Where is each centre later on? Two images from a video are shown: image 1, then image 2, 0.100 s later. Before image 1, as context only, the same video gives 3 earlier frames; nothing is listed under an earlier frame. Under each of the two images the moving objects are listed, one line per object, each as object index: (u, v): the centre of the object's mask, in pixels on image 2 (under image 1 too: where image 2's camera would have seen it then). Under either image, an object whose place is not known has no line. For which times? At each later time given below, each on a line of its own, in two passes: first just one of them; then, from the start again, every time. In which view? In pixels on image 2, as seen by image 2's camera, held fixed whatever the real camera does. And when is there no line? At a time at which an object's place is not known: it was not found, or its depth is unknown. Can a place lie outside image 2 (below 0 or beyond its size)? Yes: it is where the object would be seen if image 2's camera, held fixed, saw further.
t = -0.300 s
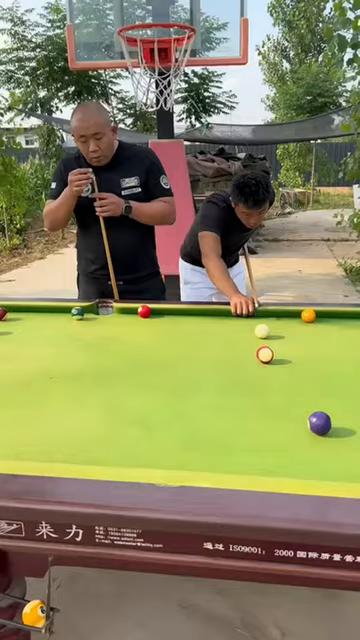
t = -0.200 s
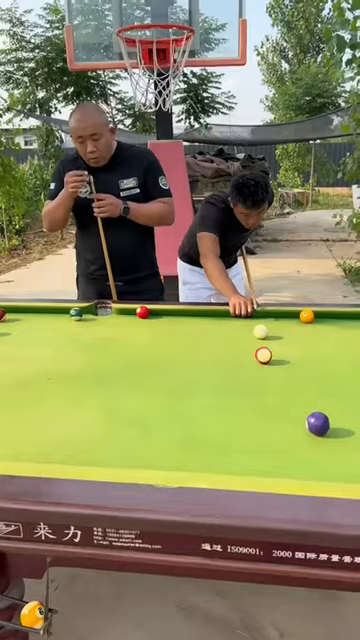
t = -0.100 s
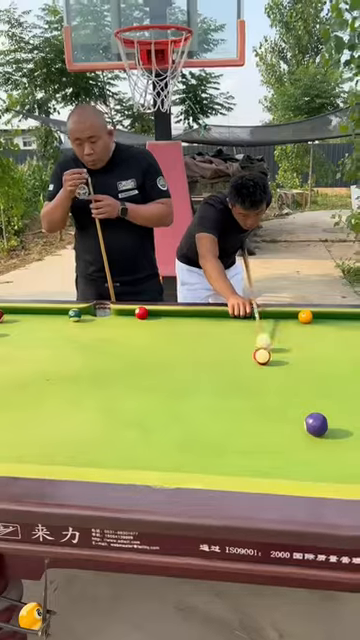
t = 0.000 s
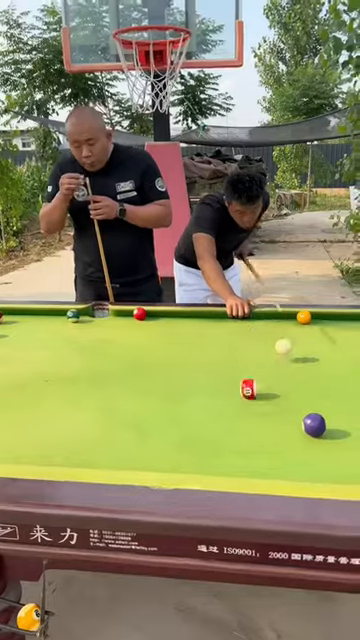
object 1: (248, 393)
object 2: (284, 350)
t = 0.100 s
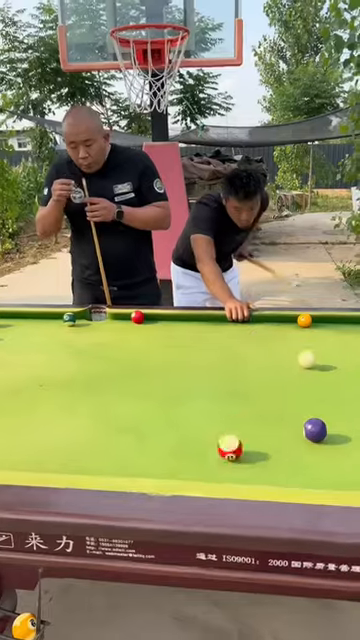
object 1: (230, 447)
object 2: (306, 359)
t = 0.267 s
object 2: (341, 368)
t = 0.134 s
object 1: (222, 469)
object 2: (313, 362)
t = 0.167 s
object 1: (218, 471)
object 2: (320, 363)
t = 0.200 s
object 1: (220, 460)
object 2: (327, 365)
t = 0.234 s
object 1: (222, 446)
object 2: (334, 366)
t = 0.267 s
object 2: (341, 368)
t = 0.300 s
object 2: (346, 368)
